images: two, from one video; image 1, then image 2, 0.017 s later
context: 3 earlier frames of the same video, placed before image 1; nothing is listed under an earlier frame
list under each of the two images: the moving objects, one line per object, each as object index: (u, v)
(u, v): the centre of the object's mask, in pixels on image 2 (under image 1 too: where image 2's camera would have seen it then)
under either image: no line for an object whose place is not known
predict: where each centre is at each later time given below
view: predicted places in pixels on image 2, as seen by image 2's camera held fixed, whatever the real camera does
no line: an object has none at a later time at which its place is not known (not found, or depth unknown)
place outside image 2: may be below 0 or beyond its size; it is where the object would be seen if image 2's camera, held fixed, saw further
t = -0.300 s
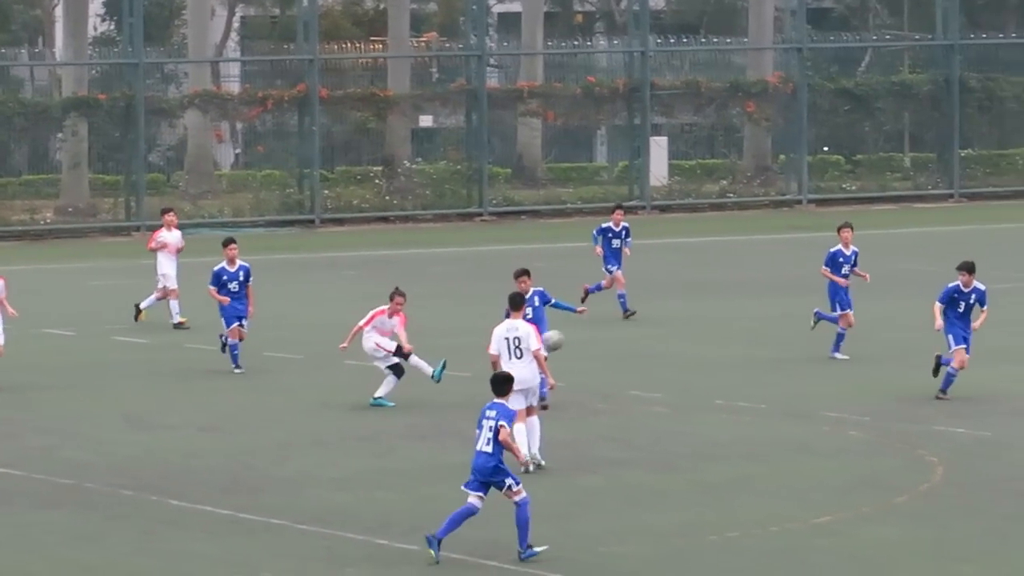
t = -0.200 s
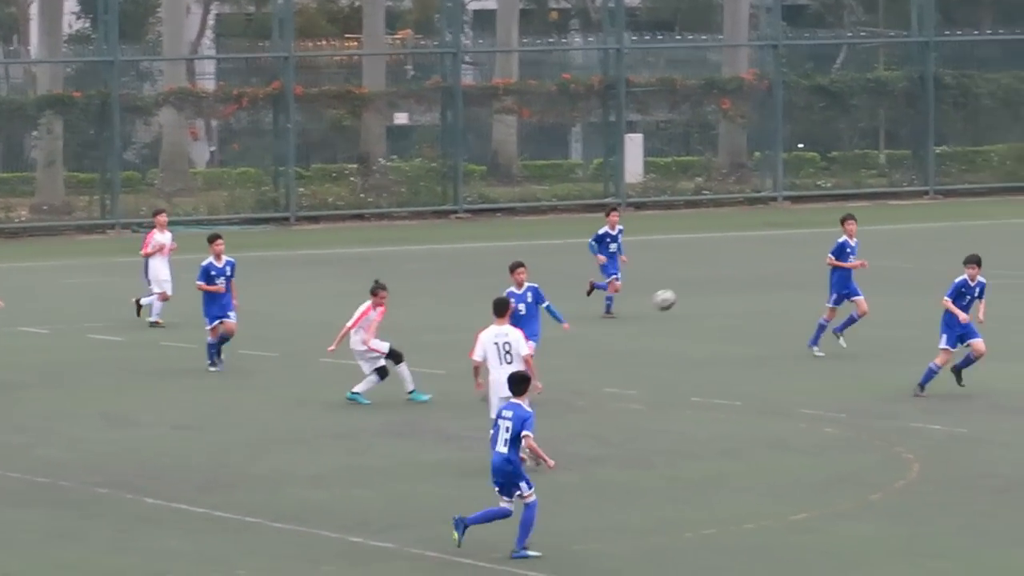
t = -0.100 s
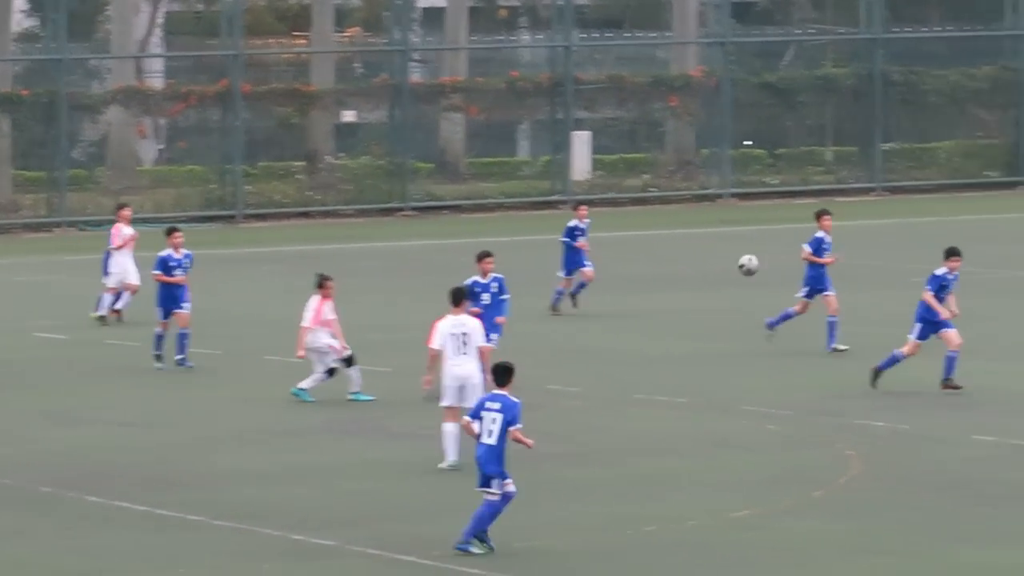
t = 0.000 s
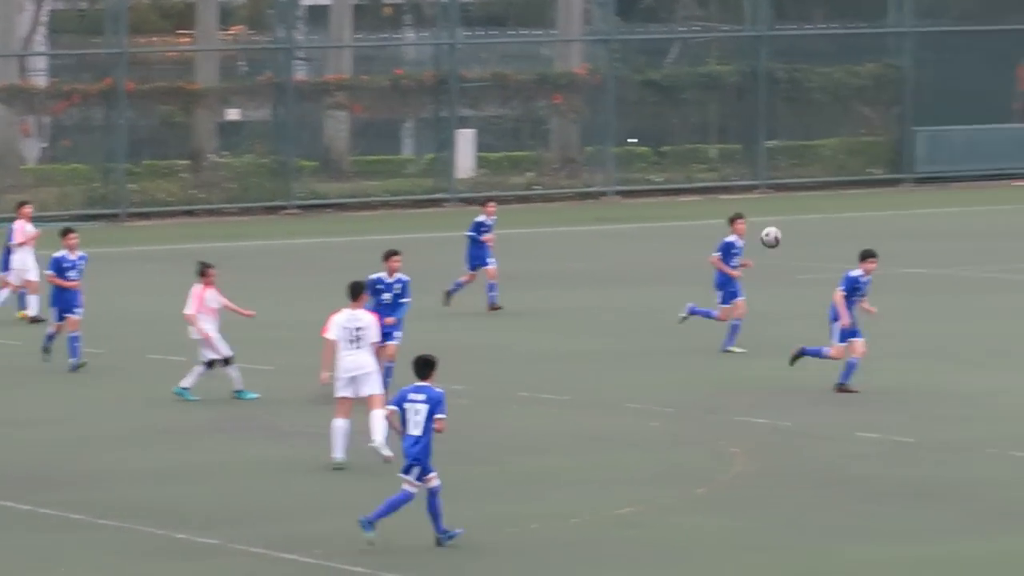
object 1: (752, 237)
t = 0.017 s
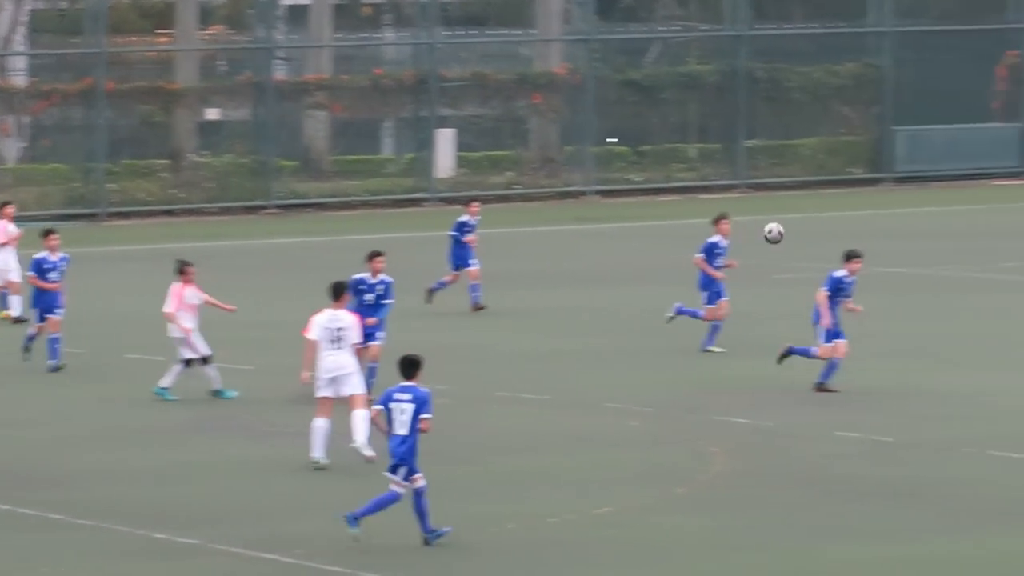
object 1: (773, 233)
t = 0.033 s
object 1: (795, 230)
